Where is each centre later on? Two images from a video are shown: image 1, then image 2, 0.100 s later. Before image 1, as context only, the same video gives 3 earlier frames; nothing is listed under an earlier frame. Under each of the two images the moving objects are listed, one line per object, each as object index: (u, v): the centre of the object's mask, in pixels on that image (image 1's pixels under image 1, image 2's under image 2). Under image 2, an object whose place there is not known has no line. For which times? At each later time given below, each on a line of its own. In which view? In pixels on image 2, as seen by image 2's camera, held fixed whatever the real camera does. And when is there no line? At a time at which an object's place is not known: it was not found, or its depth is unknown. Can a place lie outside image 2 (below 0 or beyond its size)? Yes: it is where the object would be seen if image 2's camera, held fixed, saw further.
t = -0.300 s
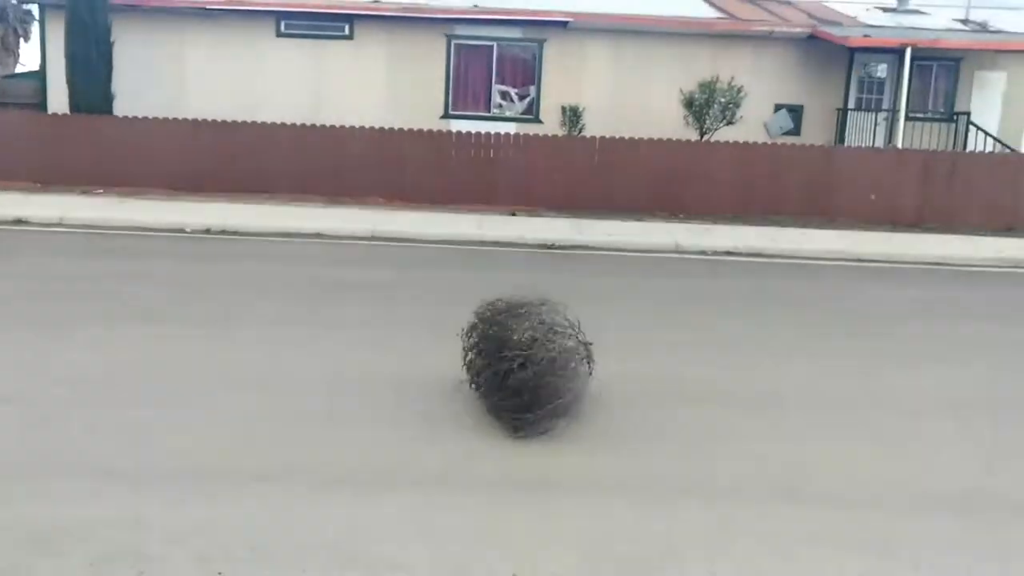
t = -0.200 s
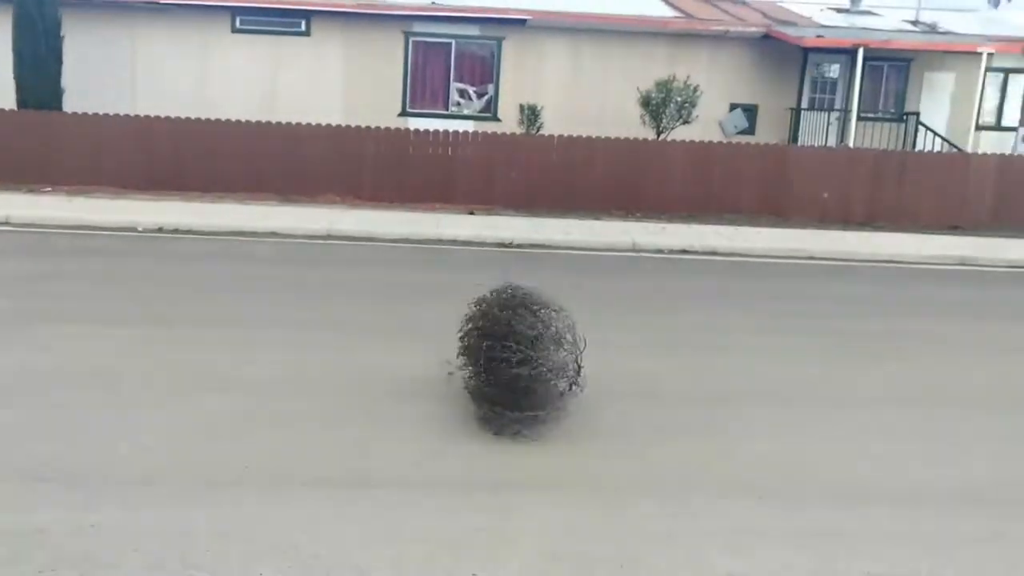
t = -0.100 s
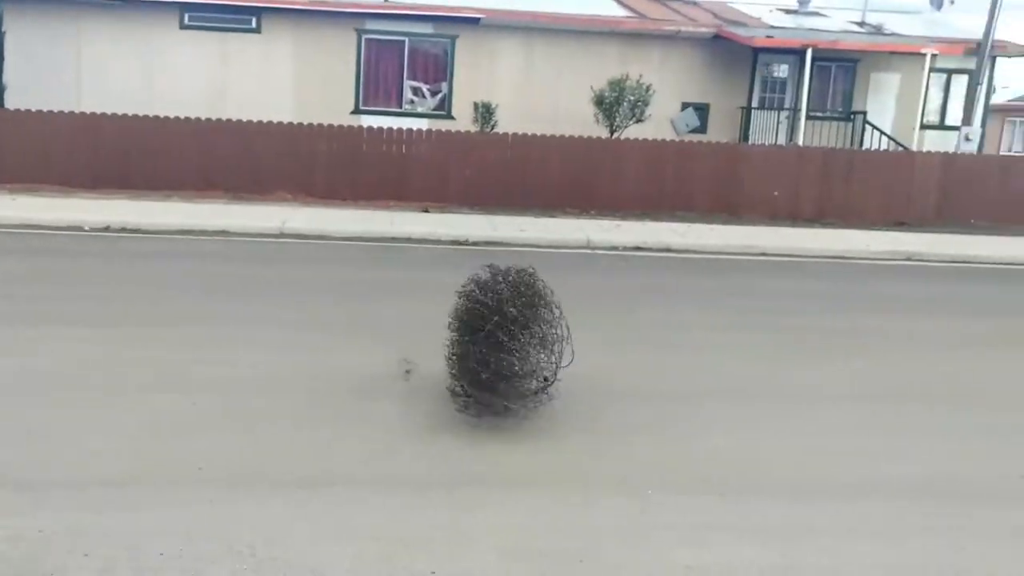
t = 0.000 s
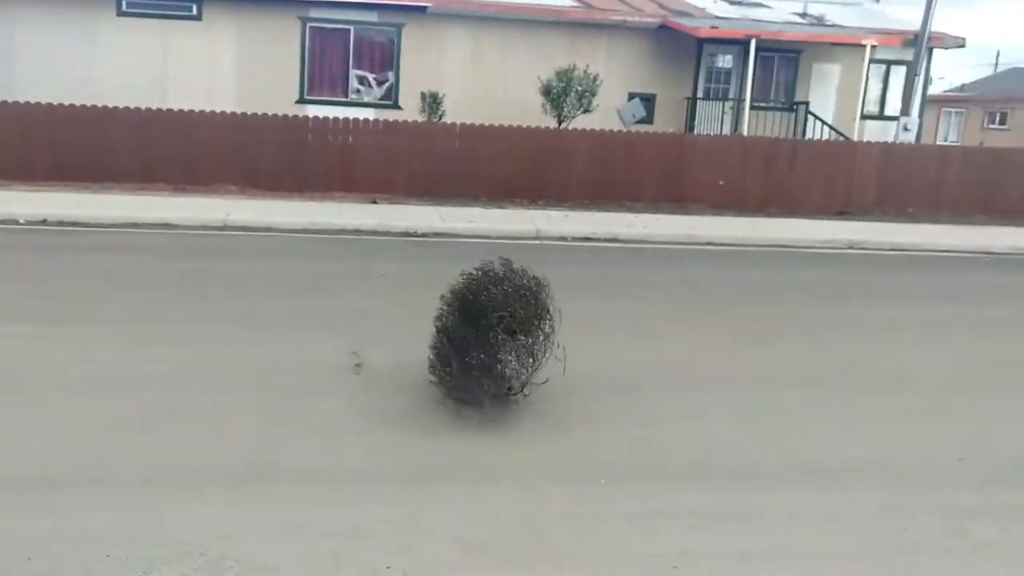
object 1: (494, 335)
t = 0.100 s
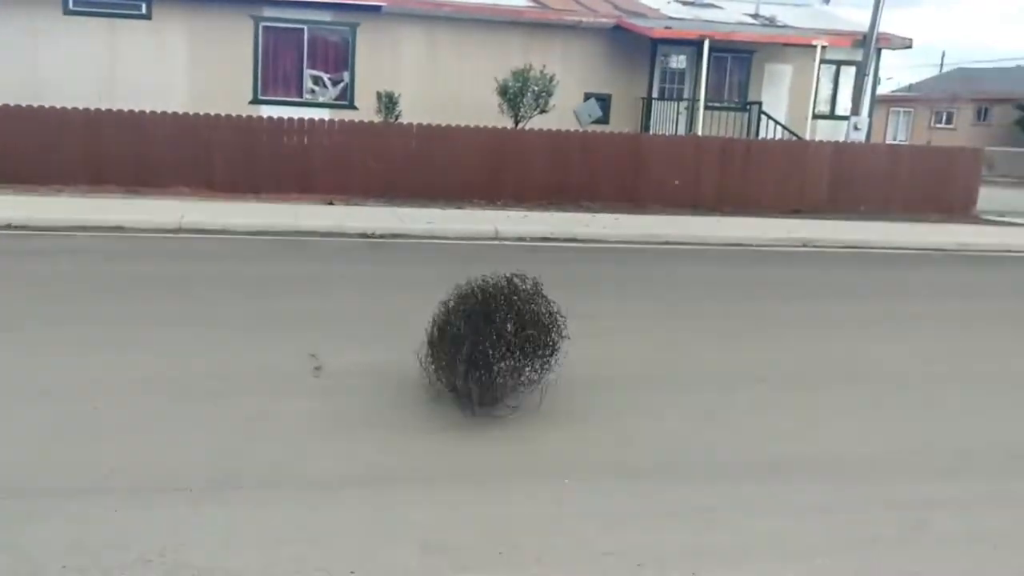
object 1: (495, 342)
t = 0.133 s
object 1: (506, 340)
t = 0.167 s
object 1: (517, 342)
